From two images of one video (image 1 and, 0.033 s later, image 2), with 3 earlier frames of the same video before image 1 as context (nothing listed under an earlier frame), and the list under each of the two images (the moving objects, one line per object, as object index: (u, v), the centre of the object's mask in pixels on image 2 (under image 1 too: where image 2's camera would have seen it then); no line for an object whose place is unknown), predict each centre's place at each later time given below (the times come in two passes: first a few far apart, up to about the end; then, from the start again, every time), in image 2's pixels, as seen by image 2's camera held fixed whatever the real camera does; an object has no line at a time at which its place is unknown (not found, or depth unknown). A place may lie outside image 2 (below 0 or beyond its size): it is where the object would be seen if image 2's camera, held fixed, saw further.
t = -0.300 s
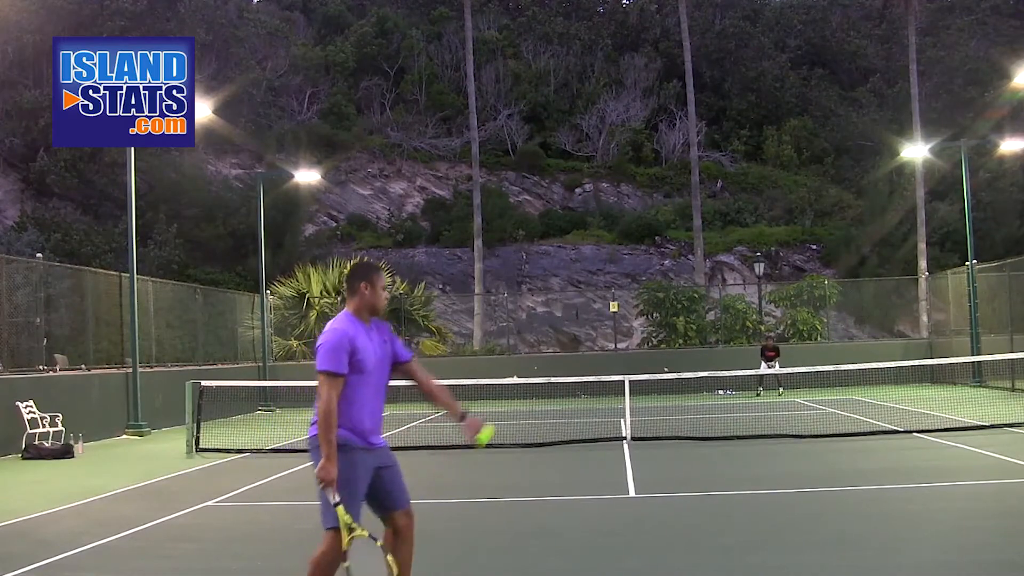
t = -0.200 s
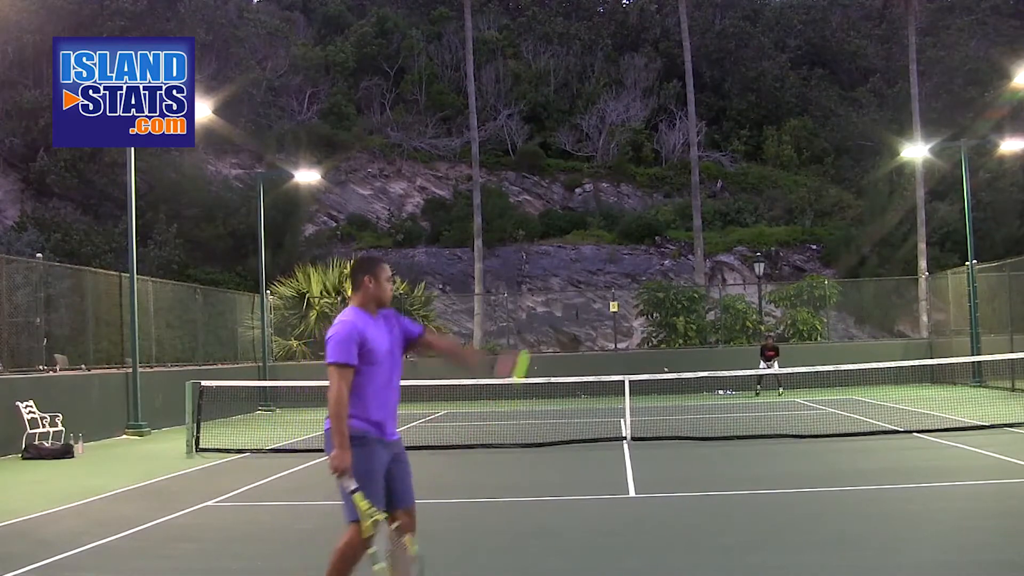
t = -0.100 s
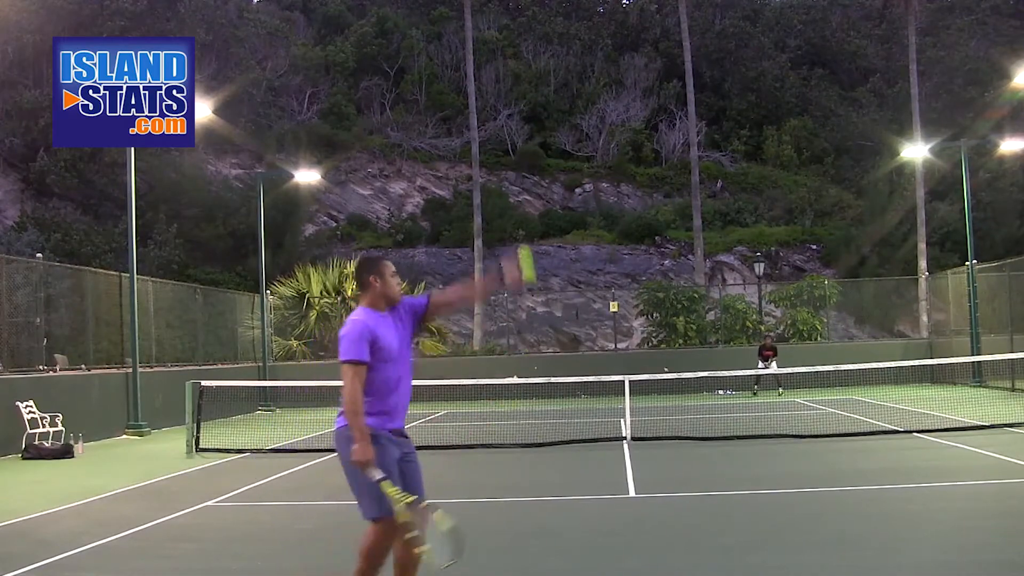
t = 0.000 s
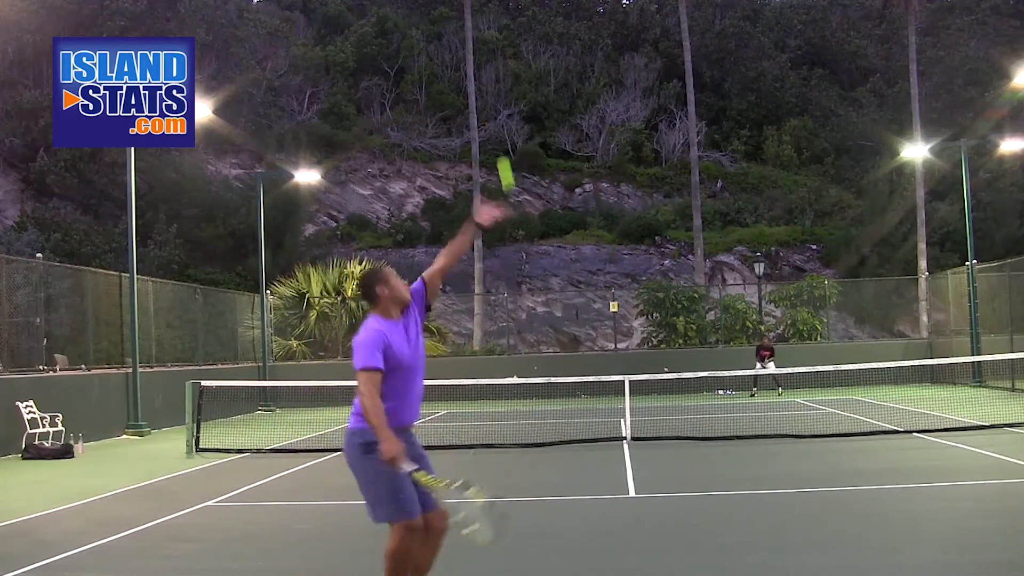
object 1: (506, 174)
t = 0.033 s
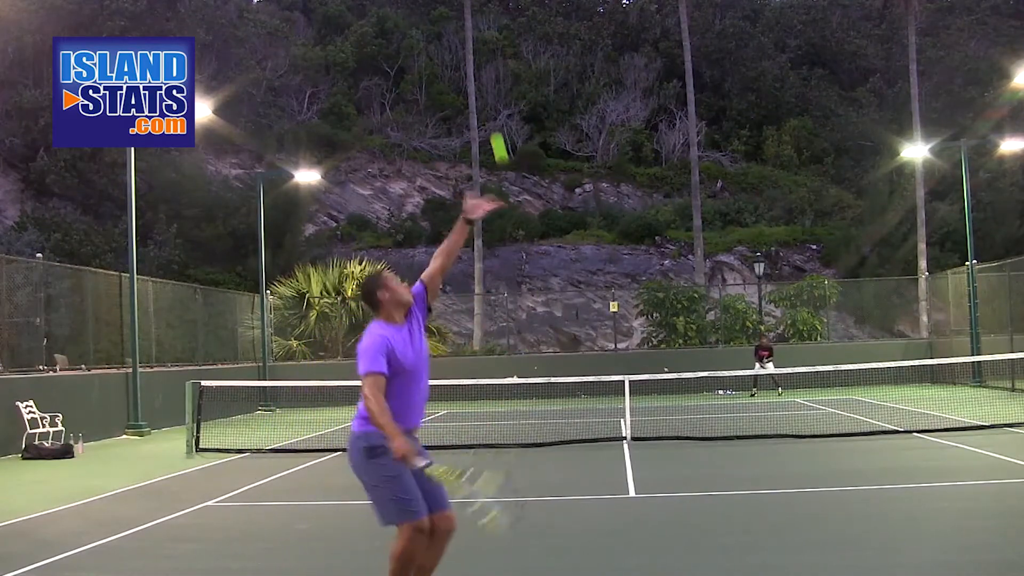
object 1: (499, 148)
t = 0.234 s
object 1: (462, 46)
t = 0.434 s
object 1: (430, 22)
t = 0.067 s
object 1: (493, 126)
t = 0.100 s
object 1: (486, 105)
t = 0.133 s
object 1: (480, 87)
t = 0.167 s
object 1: (474, 71)
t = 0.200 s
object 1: (468, 57)
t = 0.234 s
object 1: (462, 46)
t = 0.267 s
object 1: (457, 37)
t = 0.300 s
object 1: (451, 30)
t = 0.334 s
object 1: (446, 25)
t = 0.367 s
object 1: (440, 22)
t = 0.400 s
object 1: (436, 21)
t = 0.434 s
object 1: (430, 22)
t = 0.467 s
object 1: (426, 25)
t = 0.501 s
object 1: (421, 30)
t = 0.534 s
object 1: (416, 36)
